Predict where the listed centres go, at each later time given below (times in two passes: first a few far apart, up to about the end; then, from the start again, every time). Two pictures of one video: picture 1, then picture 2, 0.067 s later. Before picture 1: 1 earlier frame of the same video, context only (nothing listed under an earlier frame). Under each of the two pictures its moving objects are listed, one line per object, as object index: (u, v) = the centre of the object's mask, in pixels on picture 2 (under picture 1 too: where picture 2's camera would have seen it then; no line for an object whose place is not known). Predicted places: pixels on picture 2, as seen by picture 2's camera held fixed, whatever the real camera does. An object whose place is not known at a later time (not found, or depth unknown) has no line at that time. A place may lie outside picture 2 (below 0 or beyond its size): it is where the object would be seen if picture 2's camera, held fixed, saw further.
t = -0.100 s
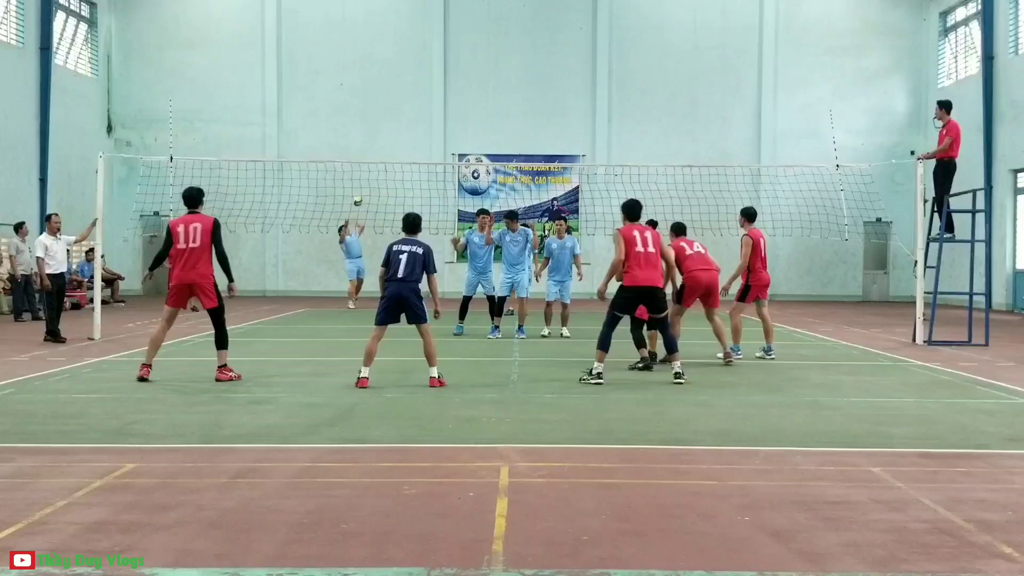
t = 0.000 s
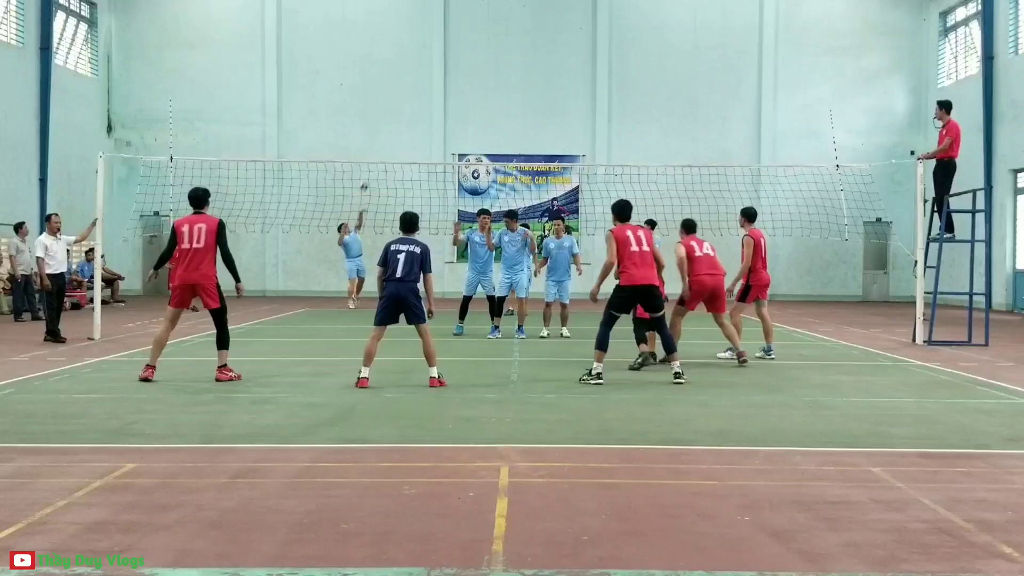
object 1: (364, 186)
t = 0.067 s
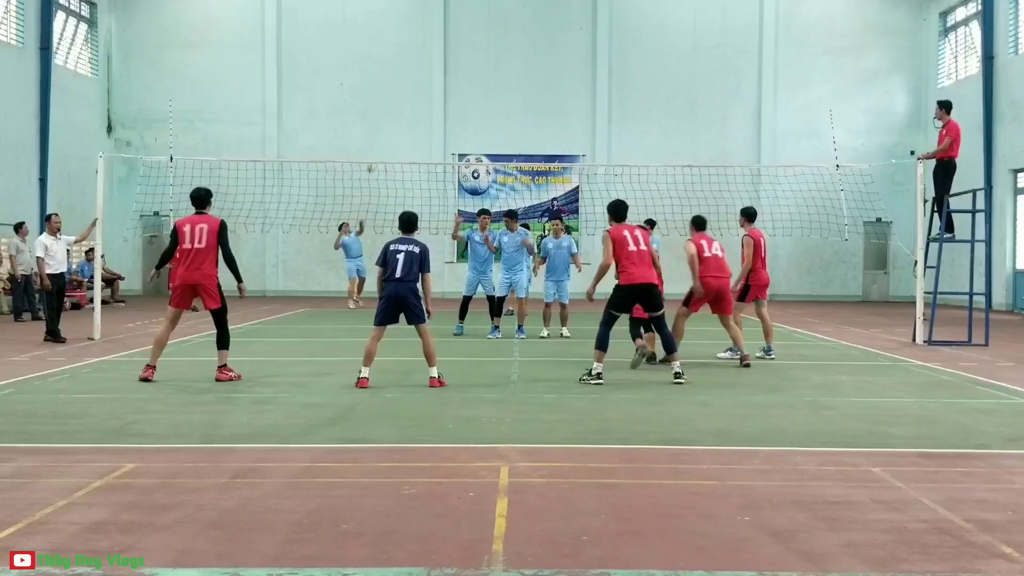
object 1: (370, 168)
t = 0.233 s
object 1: (392, 126)
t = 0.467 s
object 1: (426, 83)
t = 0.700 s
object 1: (464, 66)
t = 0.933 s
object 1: (509, 83)
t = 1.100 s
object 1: (551, 129)
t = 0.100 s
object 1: (376, 158)
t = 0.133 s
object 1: (380, 149)
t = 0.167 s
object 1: (384, 141)
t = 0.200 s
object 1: (387, 133)
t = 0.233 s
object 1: (392, 126)
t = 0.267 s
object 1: (396, 117)
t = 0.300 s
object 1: (400, 111)
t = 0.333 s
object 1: (405, 105)
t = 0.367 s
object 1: (410, 100)
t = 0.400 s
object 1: (415, 94)
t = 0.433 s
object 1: (420, 88)
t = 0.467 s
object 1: (426, 83)
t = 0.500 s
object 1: (431, 79)
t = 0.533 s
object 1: (436, 77)
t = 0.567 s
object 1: (442, 72)
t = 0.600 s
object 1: (446, 70)
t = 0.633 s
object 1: (453, 68)
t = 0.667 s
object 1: (459, 67)
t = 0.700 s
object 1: (464, 66)
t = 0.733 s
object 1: (470, 66)
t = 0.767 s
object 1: (477, 66)
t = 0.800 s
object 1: (482, 67)
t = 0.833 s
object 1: (489, 70)
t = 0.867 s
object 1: (496, 73)
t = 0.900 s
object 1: (503, 77)
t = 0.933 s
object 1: (509, 83)
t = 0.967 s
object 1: (518, 89)
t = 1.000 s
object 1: (525, 98)
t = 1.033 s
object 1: (534, 107)
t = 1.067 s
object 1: (542, 116)
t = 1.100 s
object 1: (551, 129)
